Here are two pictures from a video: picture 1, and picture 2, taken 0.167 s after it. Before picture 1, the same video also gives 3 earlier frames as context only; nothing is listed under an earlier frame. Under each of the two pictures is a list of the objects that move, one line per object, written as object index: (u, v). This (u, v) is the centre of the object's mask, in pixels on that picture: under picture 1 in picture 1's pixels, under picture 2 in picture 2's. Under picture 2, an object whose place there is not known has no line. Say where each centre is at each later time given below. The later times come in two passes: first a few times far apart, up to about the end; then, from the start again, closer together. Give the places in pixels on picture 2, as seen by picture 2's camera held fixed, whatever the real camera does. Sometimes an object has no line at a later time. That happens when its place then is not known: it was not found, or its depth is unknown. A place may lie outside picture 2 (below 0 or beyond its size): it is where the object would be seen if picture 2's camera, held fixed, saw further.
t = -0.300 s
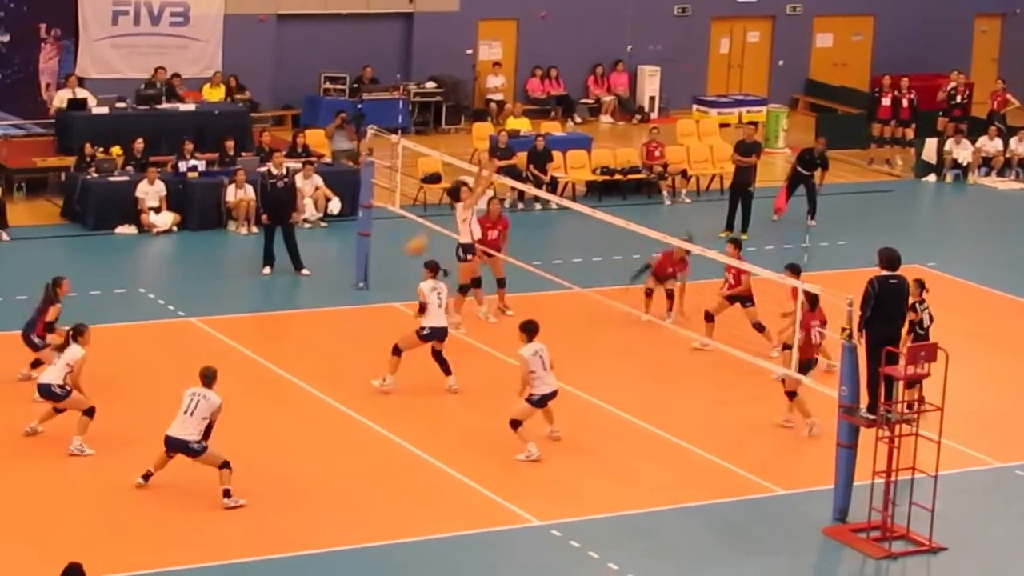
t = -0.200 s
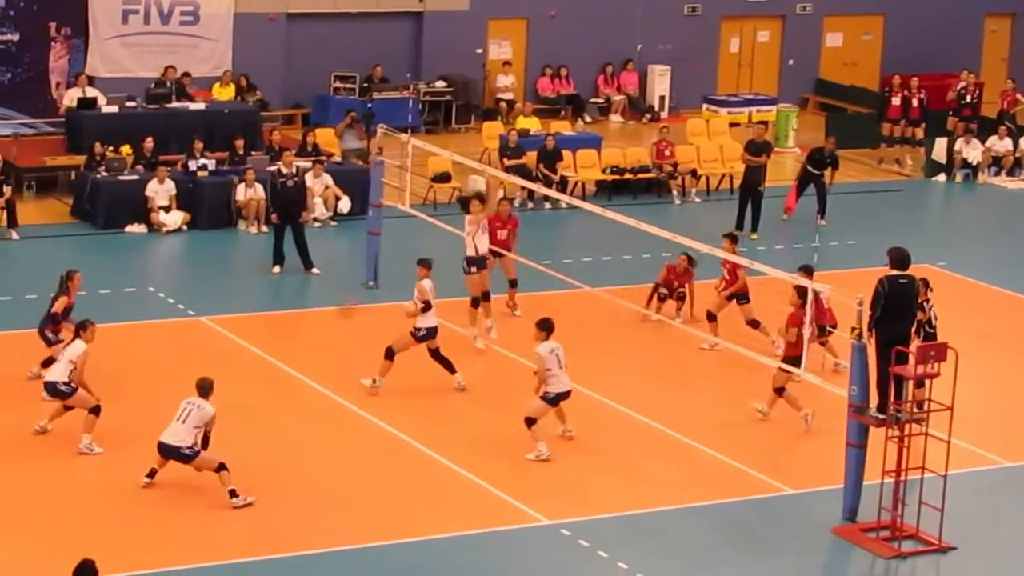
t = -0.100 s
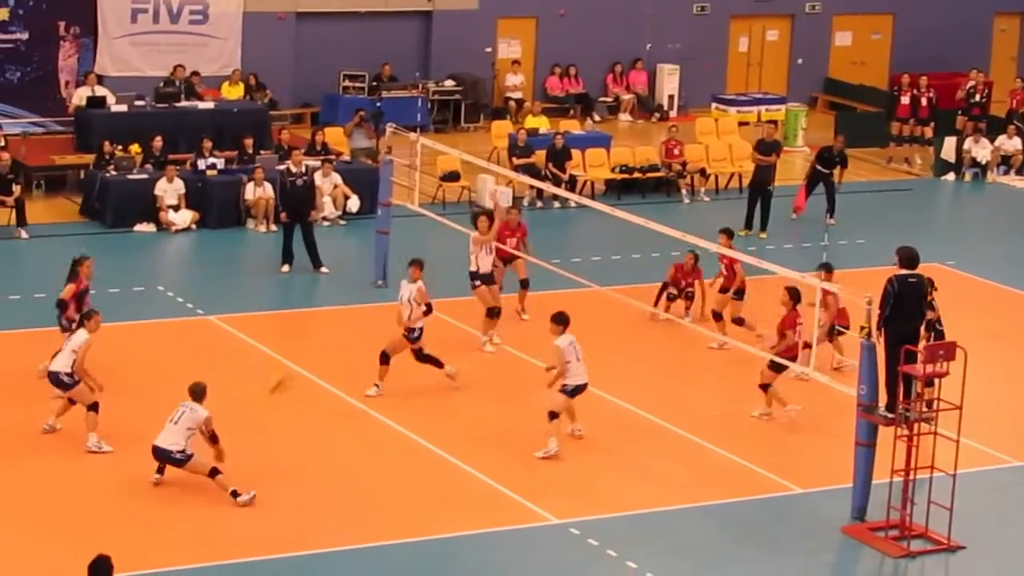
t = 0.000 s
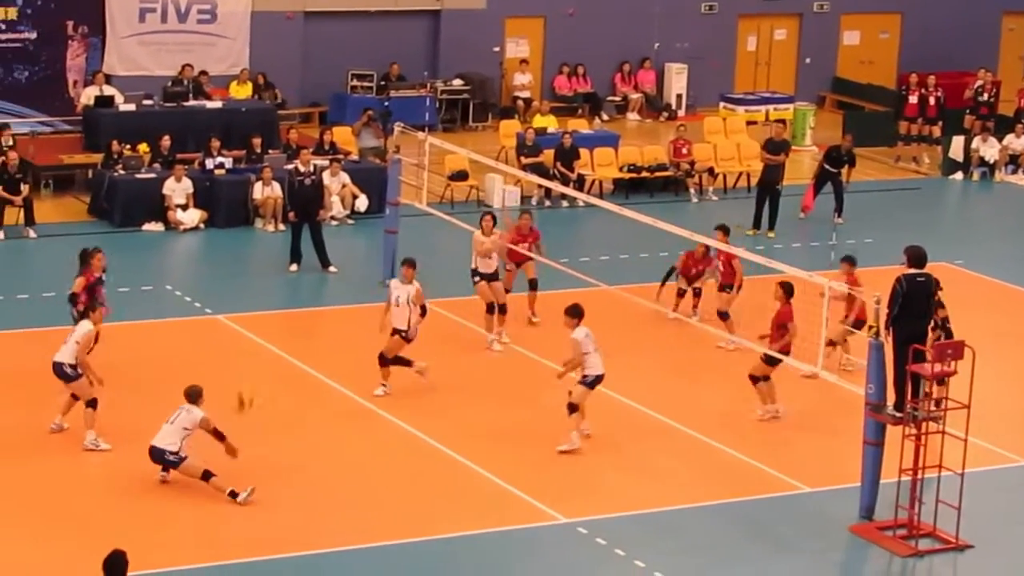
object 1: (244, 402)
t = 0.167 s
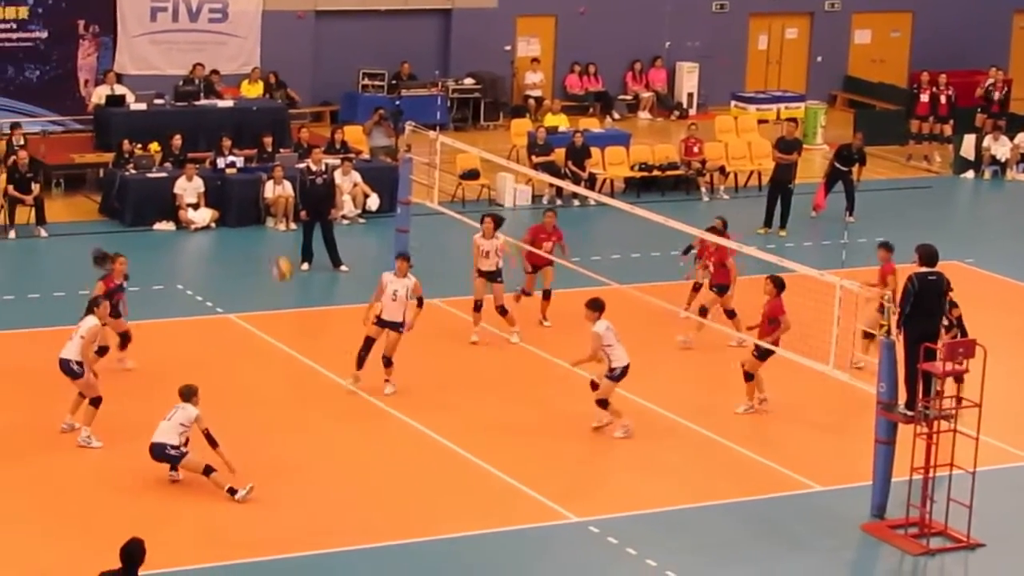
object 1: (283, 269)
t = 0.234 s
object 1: (294, 225)
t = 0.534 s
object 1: (335, 82)
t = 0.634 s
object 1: (349, 52)
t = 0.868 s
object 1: (374, 20)
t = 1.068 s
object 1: (395, 32)
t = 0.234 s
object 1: (294, 225)
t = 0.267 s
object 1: (300, 208)
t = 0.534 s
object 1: (335, 82)
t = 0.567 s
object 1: (340, 71)
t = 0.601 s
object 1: (344, 62)
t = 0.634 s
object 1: (349, 52)
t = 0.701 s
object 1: (356, 39)
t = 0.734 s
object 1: (360, 34)
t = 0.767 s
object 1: (364, 28)
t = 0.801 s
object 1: (367, 25)
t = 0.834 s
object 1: (371, 22)
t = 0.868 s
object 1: (374, 20)
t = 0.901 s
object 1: (378, 20)
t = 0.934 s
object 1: (381, 20)
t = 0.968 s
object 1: (384, 22)
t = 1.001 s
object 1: (388, 24)
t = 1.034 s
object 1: (391, 28)
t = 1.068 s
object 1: (395, 32)
